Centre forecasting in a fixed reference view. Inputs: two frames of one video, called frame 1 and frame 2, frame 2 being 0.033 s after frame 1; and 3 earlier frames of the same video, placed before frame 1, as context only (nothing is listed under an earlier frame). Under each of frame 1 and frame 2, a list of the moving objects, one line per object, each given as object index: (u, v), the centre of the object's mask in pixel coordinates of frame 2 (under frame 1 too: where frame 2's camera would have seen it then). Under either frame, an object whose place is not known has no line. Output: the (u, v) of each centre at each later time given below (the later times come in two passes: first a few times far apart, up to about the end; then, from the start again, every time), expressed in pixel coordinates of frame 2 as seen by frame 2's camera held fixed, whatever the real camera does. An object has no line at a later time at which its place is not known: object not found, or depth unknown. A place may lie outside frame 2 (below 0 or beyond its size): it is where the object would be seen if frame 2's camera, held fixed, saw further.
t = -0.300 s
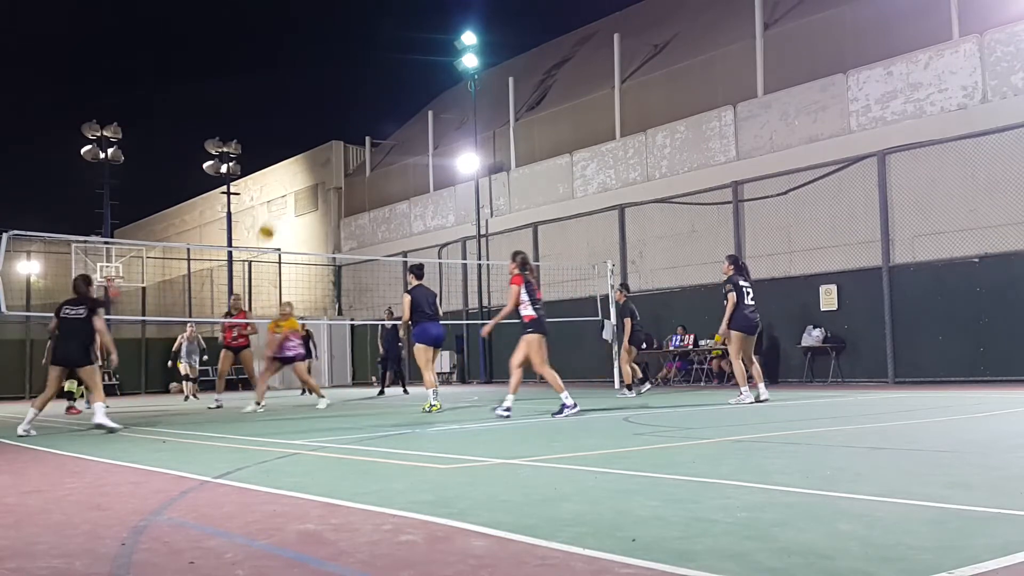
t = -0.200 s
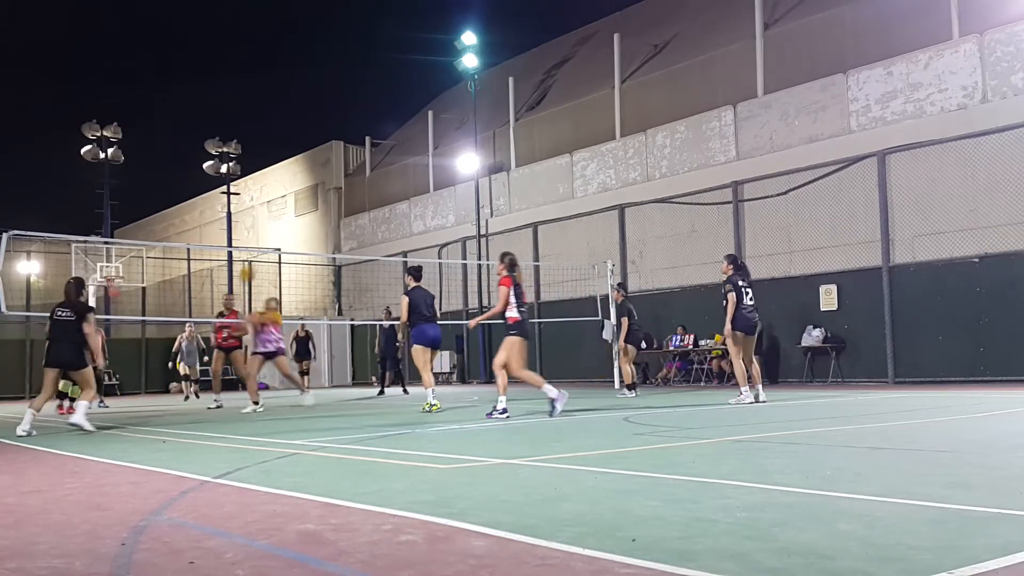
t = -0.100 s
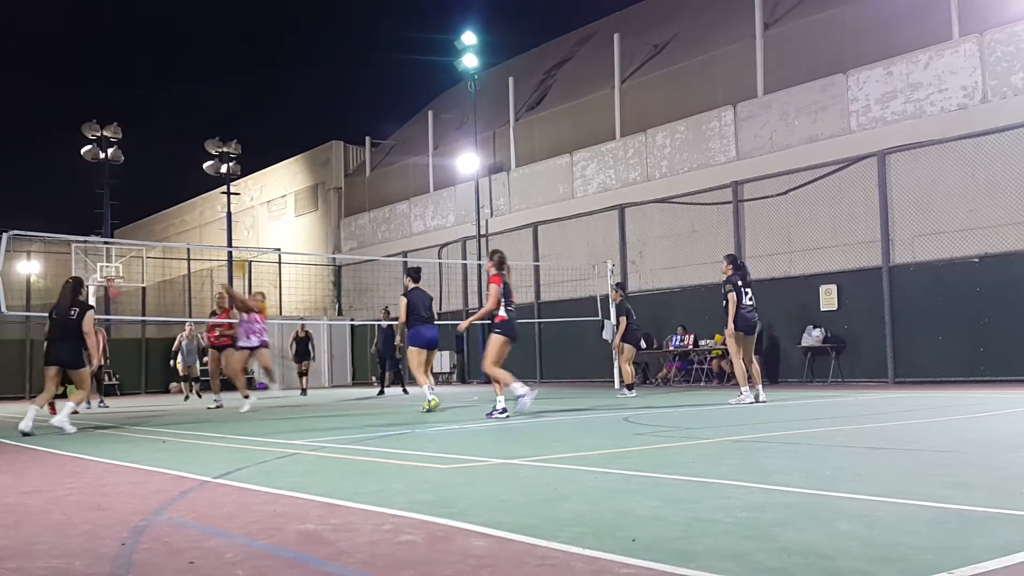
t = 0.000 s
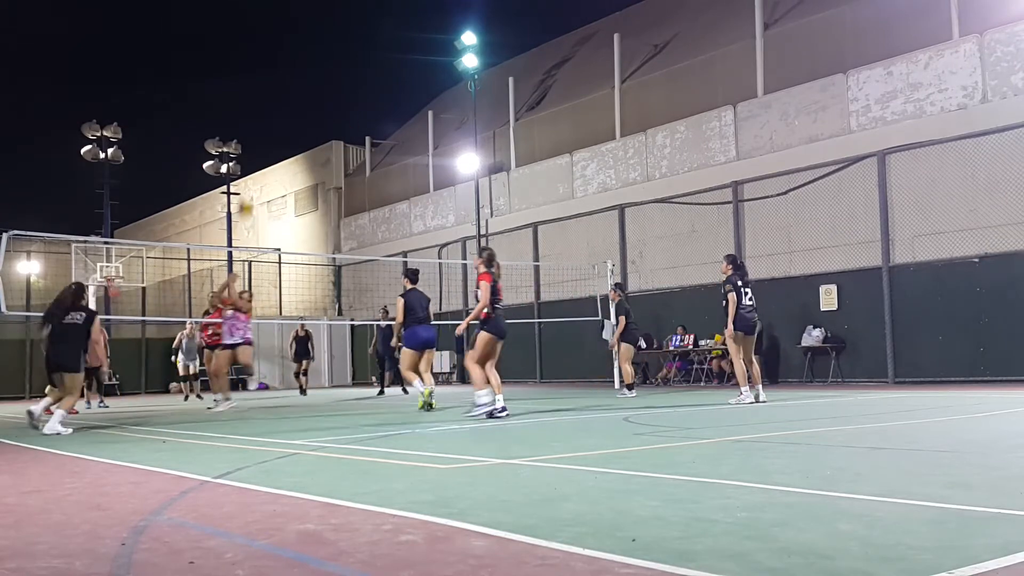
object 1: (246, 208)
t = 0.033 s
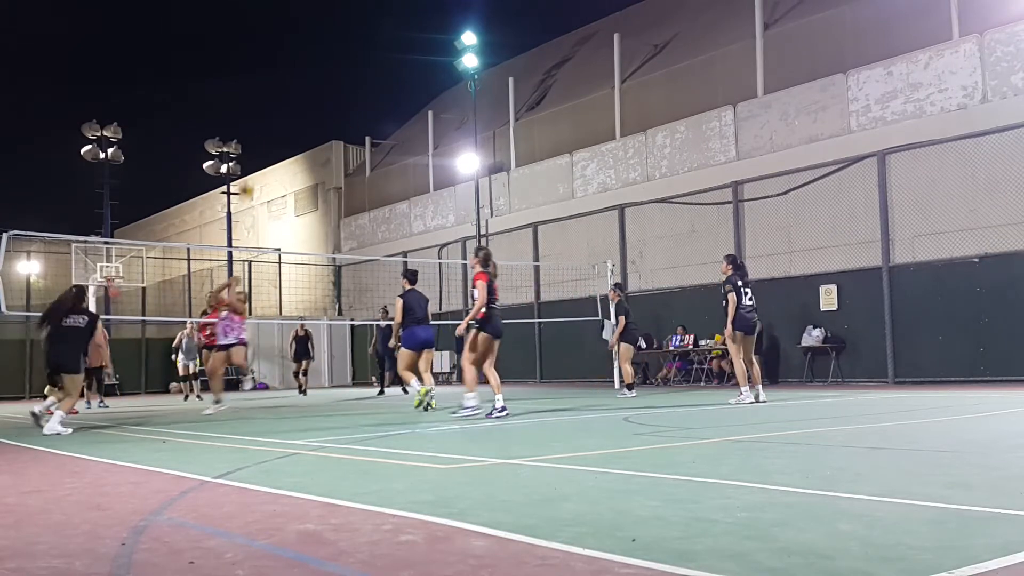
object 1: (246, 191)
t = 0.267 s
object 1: (258, 97)
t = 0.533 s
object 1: (272, 44)
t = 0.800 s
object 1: (288, 45)
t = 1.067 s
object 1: (304, 95)
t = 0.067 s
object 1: (248, 171)
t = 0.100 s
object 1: (250, 159)
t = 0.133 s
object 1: (251, 145)
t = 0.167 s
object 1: (253, 131)
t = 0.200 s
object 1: (254, 119)
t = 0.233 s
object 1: (256, 107)
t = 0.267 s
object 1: (258, 97)
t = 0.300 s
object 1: (260, 88)
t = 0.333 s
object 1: (261, 79)
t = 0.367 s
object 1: (263, 71)
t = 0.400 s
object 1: (265, 64)
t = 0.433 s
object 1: (267, 58)
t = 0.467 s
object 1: (269, 52)
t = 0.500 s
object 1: (271, 48)
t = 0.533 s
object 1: (272, 44)
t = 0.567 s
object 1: (274, 41)
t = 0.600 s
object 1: (276, 40)
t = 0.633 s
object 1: (278, 38)
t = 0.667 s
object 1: (280, 38)
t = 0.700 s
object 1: (282, 38)
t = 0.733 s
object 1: (284, 39)
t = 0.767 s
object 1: (286, 42)
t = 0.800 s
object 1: (288, 45)
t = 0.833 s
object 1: (290, 48)
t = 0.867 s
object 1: (292, 52)
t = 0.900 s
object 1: (294, 57)
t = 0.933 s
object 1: (296, 64)
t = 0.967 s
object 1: (298, 70)
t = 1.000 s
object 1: (300, 77)
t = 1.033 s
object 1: (302, 86)
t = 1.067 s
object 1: (304, 95)
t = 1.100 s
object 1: (306, 104)
